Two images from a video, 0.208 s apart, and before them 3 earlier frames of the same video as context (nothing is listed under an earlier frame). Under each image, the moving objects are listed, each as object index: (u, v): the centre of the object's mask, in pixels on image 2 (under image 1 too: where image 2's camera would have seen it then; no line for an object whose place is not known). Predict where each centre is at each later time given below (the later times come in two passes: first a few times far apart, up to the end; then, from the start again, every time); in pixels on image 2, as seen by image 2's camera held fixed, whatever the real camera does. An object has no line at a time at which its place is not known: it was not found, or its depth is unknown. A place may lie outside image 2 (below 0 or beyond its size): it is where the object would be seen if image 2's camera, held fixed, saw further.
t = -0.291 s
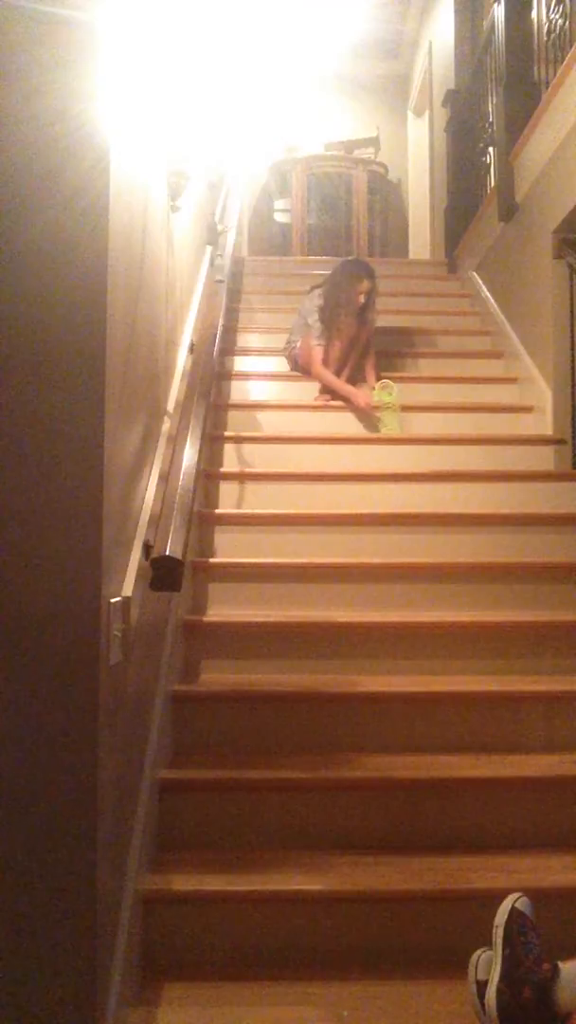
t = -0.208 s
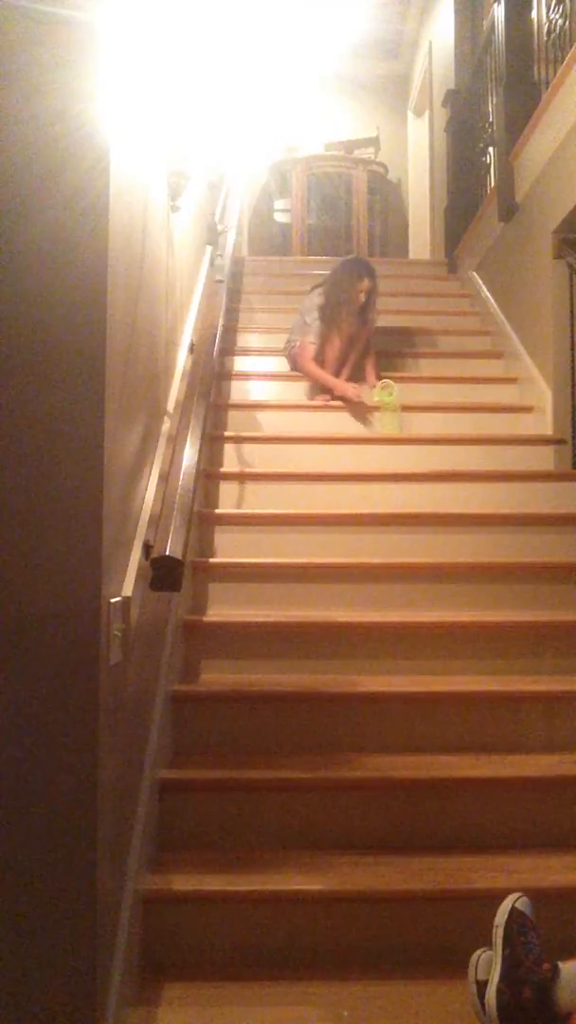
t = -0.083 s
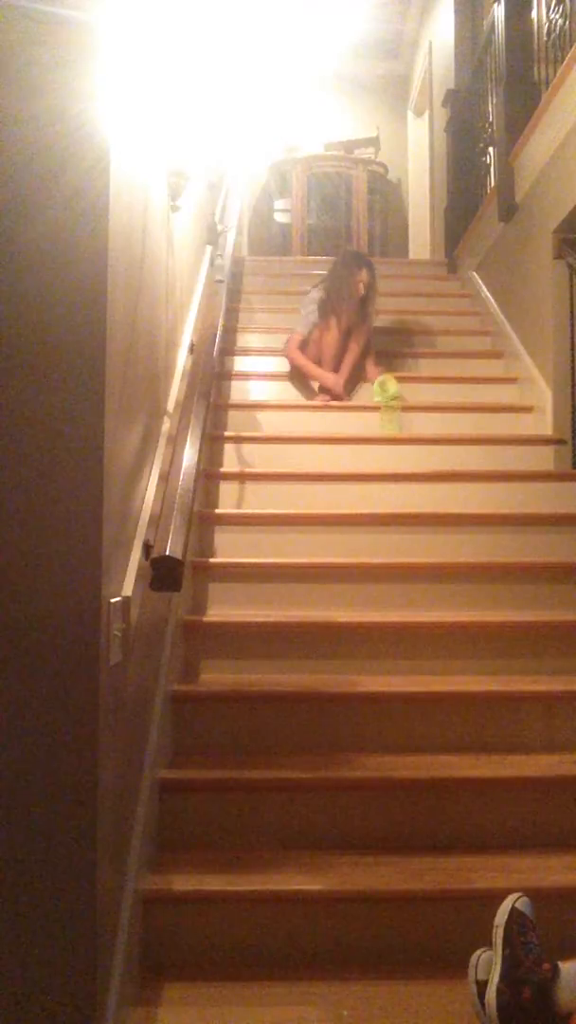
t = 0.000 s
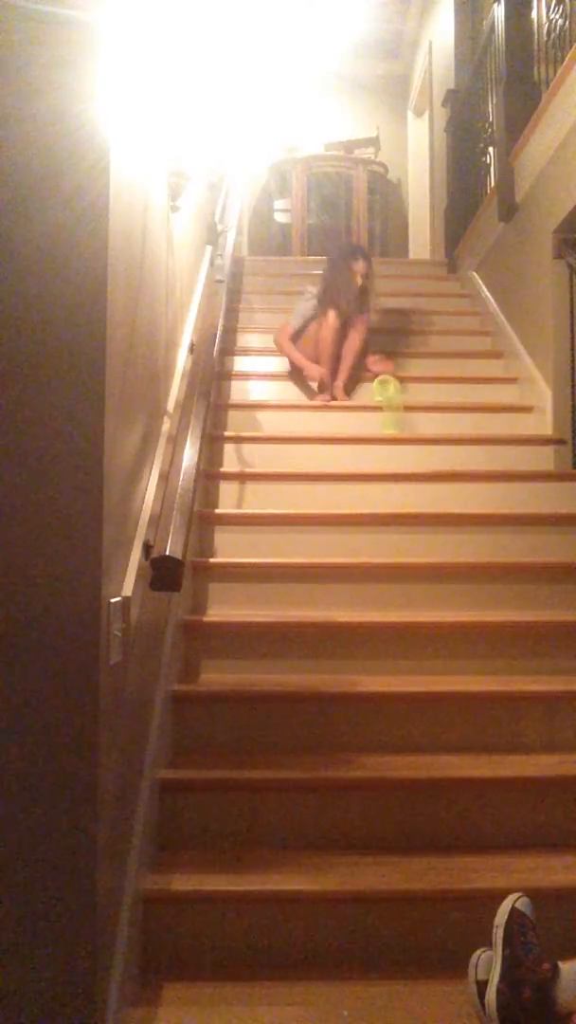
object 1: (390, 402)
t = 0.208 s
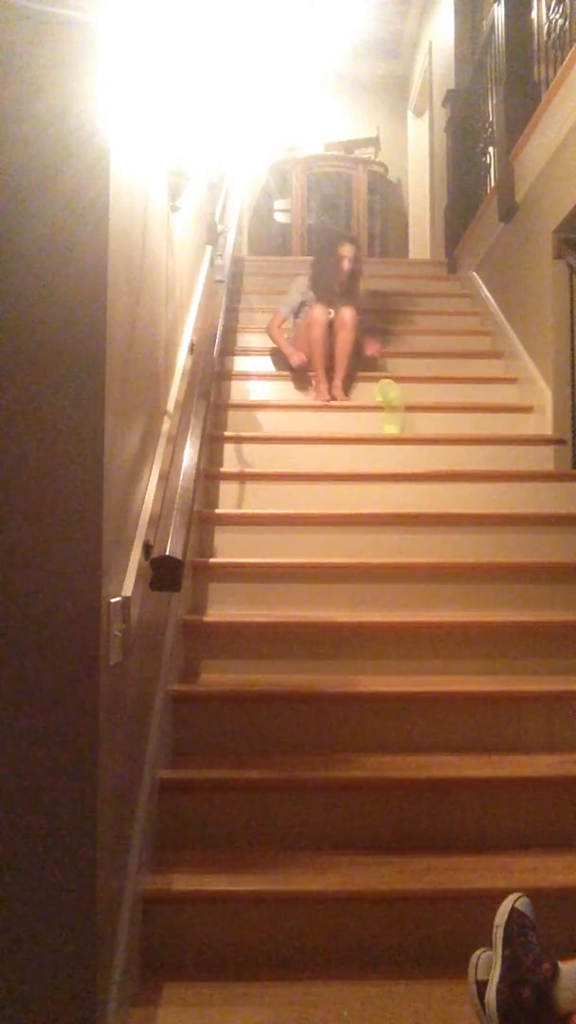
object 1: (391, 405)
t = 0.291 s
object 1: (391, 406)
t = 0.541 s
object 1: (402, 414)
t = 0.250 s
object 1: (391, 406)
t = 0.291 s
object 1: (391, 406)
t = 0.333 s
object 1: (391, 407)
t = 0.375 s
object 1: (392, 408)
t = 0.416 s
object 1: (395, 414)
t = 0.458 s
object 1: (400, 413)
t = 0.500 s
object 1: (399, 413)
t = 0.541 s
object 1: (402, 414)
